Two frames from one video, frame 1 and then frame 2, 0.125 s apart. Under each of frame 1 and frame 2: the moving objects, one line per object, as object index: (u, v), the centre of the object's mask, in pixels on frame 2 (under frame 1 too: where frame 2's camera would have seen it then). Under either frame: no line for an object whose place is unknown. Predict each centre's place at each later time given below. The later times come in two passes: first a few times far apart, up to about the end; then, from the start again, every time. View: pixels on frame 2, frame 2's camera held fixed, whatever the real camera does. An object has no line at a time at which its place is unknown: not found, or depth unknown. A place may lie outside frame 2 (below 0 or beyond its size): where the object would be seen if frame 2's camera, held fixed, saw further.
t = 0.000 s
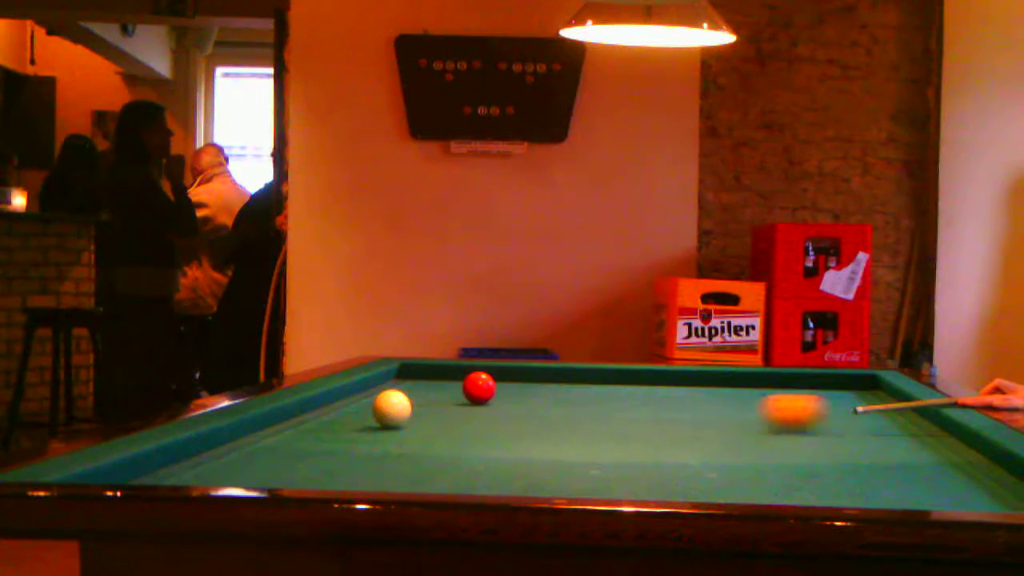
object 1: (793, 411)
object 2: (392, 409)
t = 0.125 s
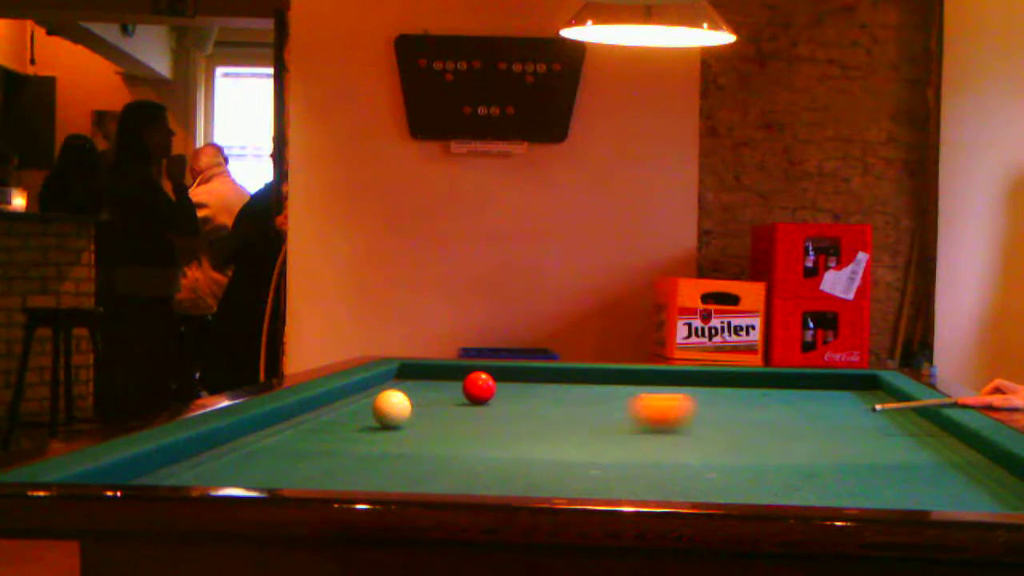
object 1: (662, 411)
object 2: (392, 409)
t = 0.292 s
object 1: (483, 411)
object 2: (392, 409)
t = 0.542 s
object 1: (311, 418)
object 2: (330, 396)
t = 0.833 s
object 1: (301, 439)
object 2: (409, 400)
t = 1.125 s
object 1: (365, 463)
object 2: (484, 399)
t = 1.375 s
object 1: (434, 480)
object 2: (544, 399)
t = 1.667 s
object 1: (589, 479)
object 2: (610, 397)
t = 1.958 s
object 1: (728, 472)
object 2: (671, 396)
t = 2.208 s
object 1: (830, 463)
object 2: (720, 395)
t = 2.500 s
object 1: (935, 454)
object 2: (773, 394)
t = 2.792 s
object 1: (933, 443)
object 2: (822, 393)
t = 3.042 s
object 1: (870, 434)
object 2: (863, 392)
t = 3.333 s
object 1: (805, 426)
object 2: (870, 391)
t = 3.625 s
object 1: (747, 417)
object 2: (841, 388)
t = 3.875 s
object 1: (702, 411)
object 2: (819, 387)
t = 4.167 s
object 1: (655, 405)
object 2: (794, 386)
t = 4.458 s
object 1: (613, 399)
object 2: (771, 384)
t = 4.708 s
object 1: (580, 394)
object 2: (753, 383)
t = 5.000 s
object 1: (544, 389)
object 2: (733, 382)
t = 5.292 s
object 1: (511, 384)
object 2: (715, 381)
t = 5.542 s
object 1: (491, 375)
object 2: (701, 380)
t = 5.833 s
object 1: (455, 376)
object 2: (686, 379)
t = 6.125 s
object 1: (432, 374)
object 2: (671, 378)
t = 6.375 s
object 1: (411, 371)
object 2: (660, 377)
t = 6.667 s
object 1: (417, 369)
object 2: (649, 376)
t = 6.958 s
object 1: (435, 368)
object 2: (638, 376)
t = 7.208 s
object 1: (449, 367)
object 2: (630, 375)
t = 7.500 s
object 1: (458, 367)
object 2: (621, 375)
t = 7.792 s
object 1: (465, 367)
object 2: (614, 375)
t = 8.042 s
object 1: (471, 367)
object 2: (609, 374)
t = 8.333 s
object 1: (477, 367)
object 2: (603, 374)
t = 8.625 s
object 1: (482, 367)
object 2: (599, 373)
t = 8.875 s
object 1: (486, 368)
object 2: (597, 374)
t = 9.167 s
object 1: (489, 369)
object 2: (595, 373)
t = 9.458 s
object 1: (490, 369)
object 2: (595, 373)
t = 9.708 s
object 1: (490, 369)
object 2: (595, 373)
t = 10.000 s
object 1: (490, 369)
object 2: (595, 373)
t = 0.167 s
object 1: (618, 412)
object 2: (392, 409)
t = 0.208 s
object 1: (573, 411)
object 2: (392, 409)
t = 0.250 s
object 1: (528, 411)
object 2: (392, 409)
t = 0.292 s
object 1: (483, 411)
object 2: (392, 409)
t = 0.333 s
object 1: (439, 411)
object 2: (391, 409)
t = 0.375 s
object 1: (411, 412)
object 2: (373, 404)
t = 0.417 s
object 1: (391, 414)
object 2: (353, 404)
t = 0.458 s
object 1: (366, 416)
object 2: (332, 402)
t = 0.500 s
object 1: (339, 417)
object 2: (316, 400)
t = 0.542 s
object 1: (311, 418)
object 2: (330, 396)
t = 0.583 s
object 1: (284, 421)
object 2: (340, 401)
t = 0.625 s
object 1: (262, 423)
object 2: (352, 402)
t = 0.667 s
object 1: (269, 427)
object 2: (364, 402)
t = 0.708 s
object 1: (278, 430)
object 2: (375, 401)
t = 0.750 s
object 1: (285, 433)
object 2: (386, 400)
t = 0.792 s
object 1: (293, 436)
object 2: (398, 401)
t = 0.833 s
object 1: (301, 439)
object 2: (409, 400)
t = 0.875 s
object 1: (309, 442)
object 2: (420, 400)
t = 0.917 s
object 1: (318, 445)
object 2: (431, 400)
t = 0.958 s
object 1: (327, 449)
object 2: (442, 400)
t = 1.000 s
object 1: (336, 452)
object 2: (452, 400)
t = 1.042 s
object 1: (345, 456)
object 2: (462, 400)
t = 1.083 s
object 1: (355, 460)
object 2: (473, 400)
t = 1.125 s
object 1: (365, 463)
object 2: (484, 399)
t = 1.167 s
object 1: (376, 466)
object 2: (495, 399)
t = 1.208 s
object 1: (387, 469)
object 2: (505, 399)
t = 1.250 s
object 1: (398, 472)
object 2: (514, 399)
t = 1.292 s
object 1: (409, 475)
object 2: (524, 399)
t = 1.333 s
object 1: (422, 477)
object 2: (534, 399)
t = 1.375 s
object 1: (434, 480)
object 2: (544, 399)
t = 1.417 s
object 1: (449, 483)
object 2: (554, 398)
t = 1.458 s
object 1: (475, 483)
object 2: (563, 398)
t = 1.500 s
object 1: (500, 481)
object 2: (573, 398)
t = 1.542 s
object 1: (523, 481)
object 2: (583, 398)
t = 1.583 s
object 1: (546, 480)
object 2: (592, 398)
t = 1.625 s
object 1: (568, 479)
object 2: (601, 398)
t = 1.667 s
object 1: (589, 479)
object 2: (610, 397)
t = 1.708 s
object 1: (611, 478)
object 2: (619, 397)
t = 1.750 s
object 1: (632, 477)
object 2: (628, 397)
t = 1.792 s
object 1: (652, 476)
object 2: (637, 397)
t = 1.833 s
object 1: (672, 475)
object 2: (646, 397)
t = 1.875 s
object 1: (691, 474)
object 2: (654, 396)
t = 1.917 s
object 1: (709, 473)
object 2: (662, 396)
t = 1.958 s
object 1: (728, 472)
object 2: (671, 396)
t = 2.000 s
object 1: (746, 471)
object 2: (679, 395)
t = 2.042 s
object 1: (763, 469)
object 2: (688, 396)
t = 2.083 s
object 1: (780, 467)
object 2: (696, 396)
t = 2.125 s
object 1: (798, 466)
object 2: (703, 395)
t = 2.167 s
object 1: (814, 464)
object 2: (711, 395)
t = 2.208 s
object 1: (830, 463)
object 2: (720, 395)
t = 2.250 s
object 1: (846, 462)
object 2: (727, 395)
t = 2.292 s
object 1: (862, 460)
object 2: (735, 394)
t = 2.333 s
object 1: (877, 459)
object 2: (743, 394)
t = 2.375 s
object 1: (891, 458)
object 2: (750, 394)
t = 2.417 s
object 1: (906, 456)
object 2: (758, 394)
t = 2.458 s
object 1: (920, 455)
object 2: (765, 394)
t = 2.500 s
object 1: (935, 454)
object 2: (773, 394)
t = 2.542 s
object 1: (948, 452)
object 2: (780, 394)
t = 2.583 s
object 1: (961, 451)
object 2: (787, 394)
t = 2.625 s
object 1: (972, 449)
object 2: (794, 394)
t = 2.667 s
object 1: (967, 448)
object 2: (801, 393)
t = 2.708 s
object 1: (955, 447)
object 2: (808, 393)
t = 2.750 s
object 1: (944, 445)
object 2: (815, 393)
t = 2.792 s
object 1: (933, 443)
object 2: (822, 393)
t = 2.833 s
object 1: (922, 442)
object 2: (829, 393)
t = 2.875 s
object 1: (911, 440)
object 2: (836, 392)
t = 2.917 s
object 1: (900, 439)
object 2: (842, 392)
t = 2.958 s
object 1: (890, 437)
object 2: (849, 392)
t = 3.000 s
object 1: (880, 436)
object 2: (855, 392)
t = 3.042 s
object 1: (870, 434)
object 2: (863, 392)
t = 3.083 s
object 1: (860, 433)
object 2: (869, 392)
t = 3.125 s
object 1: (850, 432)
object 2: (875, 391)
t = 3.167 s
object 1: (840, 430)
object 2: (881, 391)
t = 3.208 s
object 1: (832, 429)
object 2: (882, 391)
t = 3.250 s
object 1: (822, 428)
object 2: (878, 391)
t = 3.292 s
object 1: (813, 427)
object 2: (874, 391)
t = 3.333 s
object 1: (805, 426)
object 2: (870, 391)
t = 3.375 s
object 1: (796, 424)
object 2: (865, 390)
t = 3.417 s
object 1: (787, 423)
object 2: (861, 390)
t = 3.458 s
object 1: (779, 422)
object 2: (857, 390)
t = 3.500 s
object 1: (770, 420)
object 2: (853, 390)
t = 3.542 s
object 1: (762, 420)
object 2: (849, 389)
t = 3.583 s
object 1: (755, 418)
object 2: (845, 389)
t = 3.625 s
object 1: (747, 417)
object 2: (841, 388)
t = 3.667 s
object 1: (739, 416)
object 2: (837, 388)
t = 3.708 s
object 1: (731, 415)
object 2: (834, 388)
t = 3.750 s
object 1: (723, 414)
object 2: (830, 388)
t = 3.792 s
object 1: (717, 413)
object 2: (826, 388)
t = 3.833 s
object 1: (709, 412)
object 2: (822, 387)
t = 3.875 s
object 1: (702, 411)
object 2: (819, 387)
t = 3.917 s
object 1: (695, 410)
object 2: (815, 387)
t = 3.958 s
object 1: (688, 409)
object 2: (811, 387)
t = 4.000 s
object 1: (681, 408)
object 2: (808, 386)
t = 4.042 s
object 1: (674, 407)
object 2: (804, 386)
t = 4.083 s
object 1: (668, 406)
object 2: (801, 386)
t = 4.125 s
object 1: (662, 405)
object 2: (797, 386)
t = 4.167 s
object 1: (655, 405)
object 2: (794, 386)
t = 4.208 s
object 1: (649, 404)
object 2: (791, 386)
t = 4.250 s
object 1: (643, 403)
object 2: (787, 386)
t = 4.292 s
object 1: (636, 402)
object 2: (784, 385)
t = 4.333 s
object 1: (630, 401)
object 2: (781, 385)
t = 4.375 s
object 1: (624, 401)
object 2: (777, 385)
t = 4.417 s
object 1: (619, 400)
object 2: (774, 385)
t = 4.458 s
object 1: (613, 399)
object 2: (771, 384)
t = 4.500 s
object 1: (607, 398)
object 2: (768, 384)
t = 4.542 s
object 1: (601, 397)
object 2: (765, 384)
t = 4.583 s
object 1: (596, 397)
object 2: (762, 384)
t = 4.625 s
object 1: (590, 396)
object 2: (759, 384)
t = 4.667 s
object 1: (585, 395)
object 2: (756, 384)
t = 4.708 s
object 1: (580, 394)
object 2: (753, 383)
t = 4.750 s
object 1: (574, 394)
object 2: (750, 383)
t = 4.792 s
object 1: (569, 393)
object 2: (747, 383)
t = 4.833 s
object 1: (564, 392)
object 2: (744, 383)
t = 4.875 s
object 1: (559, 391)
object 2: (742, 382)
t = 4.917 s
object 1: (554, 391)
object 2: (739, 382)
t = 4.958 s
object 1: (548, 390)
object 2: (736, 382)
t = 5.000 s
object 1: (544, 389)
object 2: (733, 382)
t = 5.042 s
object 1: (538, 389)
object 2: (730, 382)
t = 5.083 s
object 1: (534, 388)
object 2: (728, 382)
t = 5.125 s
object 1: (529, 387)
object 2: (725, 382)
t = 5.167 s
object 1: (525, 387)
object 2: (723, 381)
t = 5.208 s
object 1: (520, 386)
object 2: (720, 381)
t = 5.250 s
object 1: (515, 386)
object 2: (717, 381)
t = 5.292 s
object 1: (511, 384)
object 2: (715, 381)
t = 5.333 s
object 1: (508, 384)
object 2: (712, 381)
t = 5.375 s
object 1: (504, 383)
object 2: (710, 380)
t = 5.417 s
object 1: (501, 382)
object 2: (708, 380)
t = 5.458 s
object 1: (499, 380)
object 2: (705, 380)
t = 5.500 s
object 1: (495, 378)
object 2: (703, 380)
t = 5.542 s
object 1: (491, 375)
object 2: (701, 380)
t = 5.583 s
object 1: (484, 371)
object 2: (699, 380)
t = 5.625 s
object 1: (477, 369)
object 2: (696, 379)
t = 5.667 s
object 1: (469, 372)
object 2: (694, 379)
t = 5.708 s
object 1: (464, 374)
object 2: (692, 379)
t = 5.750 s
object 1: (460, 375)
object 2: (689, 379)
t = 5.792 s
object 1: (458, 376)
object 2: (687, 379)
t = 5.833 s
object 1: (455, 376)
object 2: (686, 379)
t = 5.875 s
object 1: (453, 377)
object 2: (683, 379)
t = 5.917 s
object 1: (449, 376)
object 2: (681, 378)
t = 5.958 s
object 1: (446, 376)
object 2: (679, 378)
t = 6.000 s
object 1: (442, 375)
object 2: (677, 378)
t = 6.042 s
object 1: (439, 375)
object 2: (675, 378)
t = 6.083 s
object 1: (435, 374)
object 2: (673, 378)
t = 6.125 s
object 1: (432, 374)
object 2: (671, 378)
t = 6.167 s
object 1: (428, 373)
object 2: (669, 378)
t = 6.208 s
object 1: (425, 373)
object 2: (667, 378)
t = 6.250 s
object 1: (421, 372)
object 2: (665, 378)
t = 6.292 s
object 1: (418, 372)
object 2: (664, 377)
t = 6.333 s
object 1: (414, 371)
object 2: (662, 377)
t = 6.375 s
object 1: (411, 371)
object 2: (660, 377)
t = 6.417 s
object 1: (407, 370)
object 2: (659, 377)
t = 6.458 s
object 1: (405, 370)
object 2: (657, 377)
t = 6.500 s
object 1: (406, 369)
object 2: (655, 377)
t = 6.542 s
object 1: (408, 369)
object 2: (654, 377)
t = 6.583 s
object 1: (411, 369)
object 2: (652, 377)
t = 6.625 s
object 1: (414, 369)
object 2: (650, 377)
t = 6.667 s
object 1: (417, 369)
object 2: (649, 376)
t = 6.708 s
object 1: (419, 369)
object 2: (647, 376)
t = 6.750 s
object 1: (423, 368)
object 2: (646, 376)
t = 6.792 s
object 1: (425, 368)
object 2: (644, 376)
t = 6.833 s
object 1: (428, 368)
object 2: (643, 376)
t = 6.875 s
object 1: (430, 368)
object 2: (641, 376)
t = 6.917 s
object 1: (433, 368)
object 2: (639, 376)
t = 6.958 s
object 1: (435, 368)
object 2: (638, 376)
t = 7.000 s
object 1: (438, 368)
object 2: (637, 376)
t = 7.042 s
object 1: (440, 368)
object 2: (635, 376)
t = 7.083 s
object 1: (442, 367)
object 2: (634, 375)
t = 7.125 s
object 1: (445, 367)
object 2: (632, 376)
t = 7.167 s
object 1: (447, 367)
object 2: (631, 375)
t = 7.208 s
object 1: (449, 367)
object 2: (630, 375)
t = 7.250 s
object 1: (450, 367)
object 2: (628, 375)
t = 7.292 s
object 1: (451, 367)
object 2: (627, 375)
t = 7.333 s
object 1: (453, 368)
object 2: (626, 375)
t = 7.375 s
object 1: (454, 367)
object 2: (625, 375)
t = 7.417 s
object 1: (456, 367)
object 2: (623, 375)
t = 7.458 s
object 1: (457, 368)
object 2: (622, 375)
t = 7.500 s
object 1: (458, 367)
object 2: (621, 375)
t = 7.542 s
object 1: (459, 367)
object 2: (620, 375)
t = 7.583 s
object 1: (460, 367)
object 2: (619, 375)
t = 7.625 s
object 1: (461, 367)
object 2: (618, 375)
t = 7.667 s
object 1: (462, 368)
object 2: (617, 375)
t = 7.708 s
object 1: (463, 367)
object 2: (616, 375)
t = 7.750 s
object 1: (464, 367)
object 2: (615, 375)
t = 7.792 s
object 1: (465, 367)
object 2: (614, 375)
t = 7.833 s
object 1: (466, 367)
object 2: (613, 374)
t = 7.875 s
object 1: (467, 367)
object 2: (612, 374)
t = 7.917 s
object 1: (468, 367)
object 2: (611, 374)
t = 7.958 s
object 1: (469, 367)
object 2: (610, 374)
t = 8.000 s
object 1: (470, 367)
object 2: (610, 374)
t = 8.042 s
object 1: (471, 367)
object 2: (609, 374)
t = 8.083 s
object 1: (471, 367)
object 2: (608, 374)
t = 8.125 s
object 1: (472, 367)
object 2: (607, 374)
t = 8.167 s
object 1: (474, 367)
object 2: (606, 374)
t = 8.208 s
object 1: (474, 367)
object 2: (606, 374)
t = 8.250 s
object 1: (475, 367)
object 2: (605, 374)
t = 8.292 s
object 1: (476, 367)
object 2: (604, 374)
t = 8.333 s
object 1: (477, 367)
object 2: (603, 374)
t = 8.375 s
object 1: (478, 367)
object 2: (602, 374)
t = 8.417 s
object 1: (479, 366)
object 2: (602, 374)
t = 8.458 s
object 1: (480, 367)
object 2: (602, 374)
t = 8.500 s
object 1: (481, 367)
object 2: (601, 374)
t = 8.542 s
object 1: (481, 367)
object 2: (600, 374)
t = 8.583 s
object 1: (482, 367)
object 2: (600, 374)
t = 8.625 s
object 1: (482, 367)
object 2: (599, 373)
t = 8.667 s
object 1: (483, 367)
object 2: (599, 374)
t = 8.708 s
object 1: (484, 367)
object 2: (599, 374)
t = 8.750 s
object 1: (484, 367)
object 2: (598, 374)
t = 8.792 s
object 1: (484, 367)
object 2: (598, 374)
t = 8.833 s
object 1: (485, 368)
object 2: (597, 374)
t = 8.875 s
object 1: (486, 368)
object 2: (597, 374)
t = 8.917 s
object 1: (486, 368)
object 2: (596, 374)
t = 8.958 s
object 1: (487, 368)
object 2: (596, 374)
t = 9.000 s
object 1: (487, 368)
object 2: (596, 374)
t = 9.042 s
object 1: (488, 368)
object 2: (596, 373)
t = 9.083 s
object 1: (488, 368)
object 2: (595, 374)
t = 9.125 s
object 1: (488, 369)
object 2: (595, 373)
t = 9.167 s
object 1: (489, 369)
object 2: (595, 373)
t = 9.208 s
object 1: (489, 369)
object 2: (595, 373)
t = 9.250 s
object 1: (489, 369)
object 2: (595, 373)
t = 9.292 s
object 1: (489, 369)
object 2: (595, 374)
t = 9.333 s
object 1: (489, 369)
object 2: (595, 373)
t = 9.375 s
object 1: (489, 369)
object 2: (595, 373)
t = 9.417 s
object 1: (490, 369)
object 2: (595, 373)
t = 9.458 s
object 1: (490, 369)
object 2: (595, 373)
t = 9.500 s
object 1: (490, 369)
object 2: (595, 373)
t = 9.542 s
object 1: (490, 369)
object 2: (595, 373)
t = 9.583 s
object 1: (490, 369)
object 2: (595, 373)
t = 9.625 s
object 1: (490, 369)
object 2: (595, 373)
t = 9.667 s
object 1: (490, 369)
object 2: (595, 373)
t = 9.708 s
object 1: (490, 369)
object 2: (595, 373)
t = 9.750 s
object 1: (490, 369)
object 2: (595, 373)
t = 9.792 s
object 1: (490, 369)
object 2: (595, 373)
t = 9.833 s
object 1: (490, 369)
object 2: (595, 373)
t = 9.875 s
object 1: (490, 369)
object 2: (595, 373)
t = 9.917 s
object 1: (490, 369)
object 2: (595, 373)
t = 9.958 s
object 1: (490, 369)
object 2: (595, 373)
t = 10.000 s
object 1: (490, 369)
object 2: (595, 373)
